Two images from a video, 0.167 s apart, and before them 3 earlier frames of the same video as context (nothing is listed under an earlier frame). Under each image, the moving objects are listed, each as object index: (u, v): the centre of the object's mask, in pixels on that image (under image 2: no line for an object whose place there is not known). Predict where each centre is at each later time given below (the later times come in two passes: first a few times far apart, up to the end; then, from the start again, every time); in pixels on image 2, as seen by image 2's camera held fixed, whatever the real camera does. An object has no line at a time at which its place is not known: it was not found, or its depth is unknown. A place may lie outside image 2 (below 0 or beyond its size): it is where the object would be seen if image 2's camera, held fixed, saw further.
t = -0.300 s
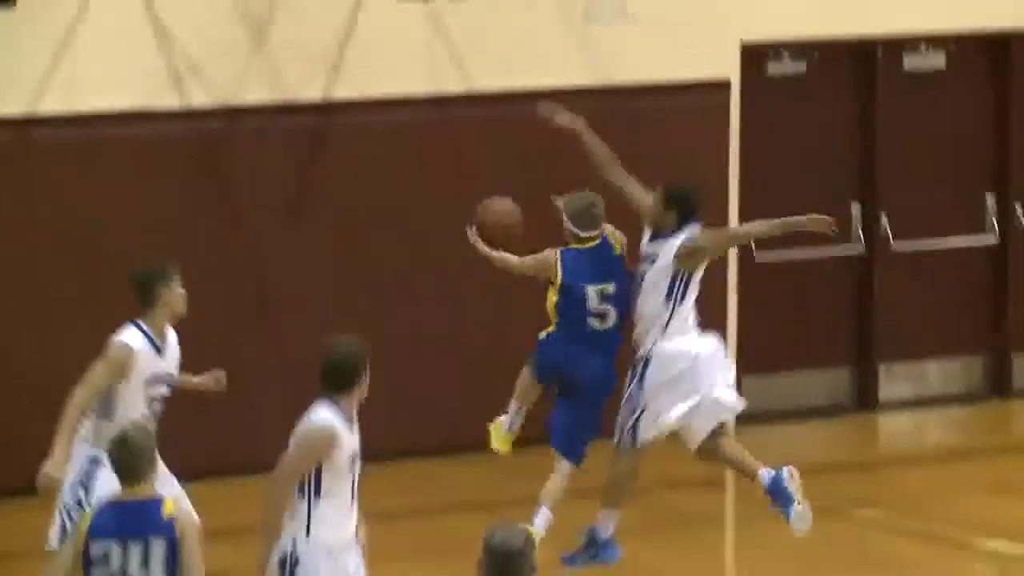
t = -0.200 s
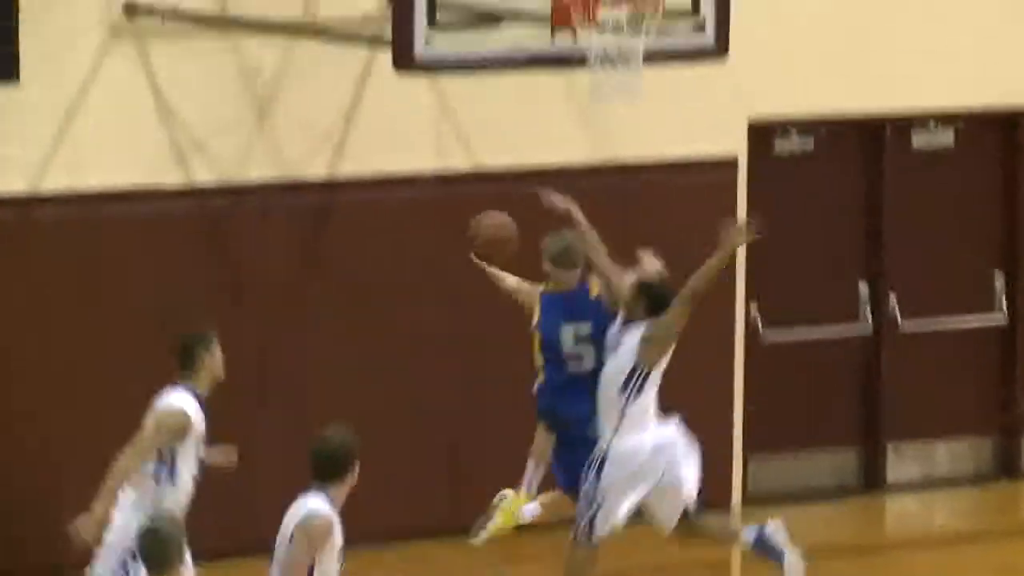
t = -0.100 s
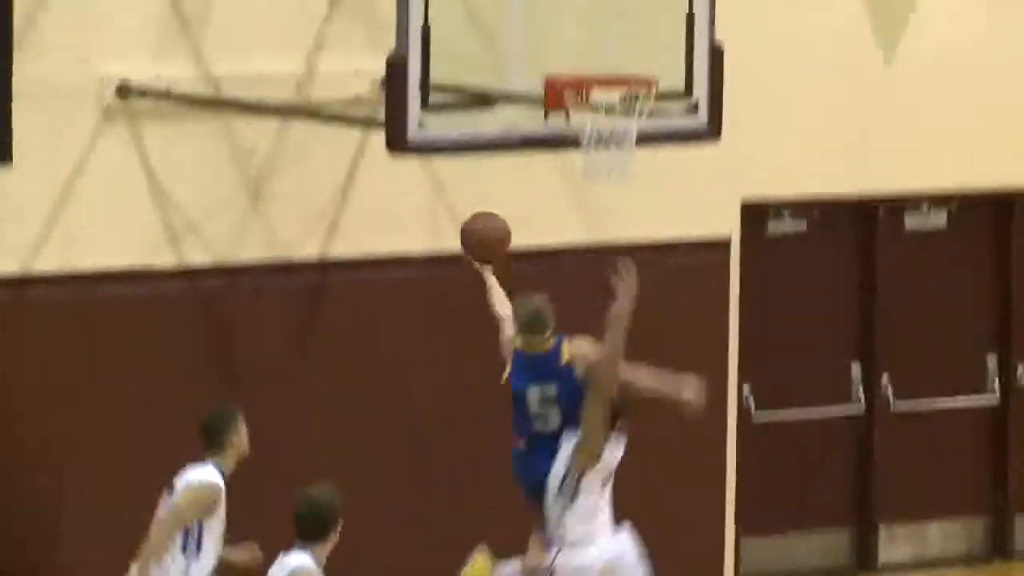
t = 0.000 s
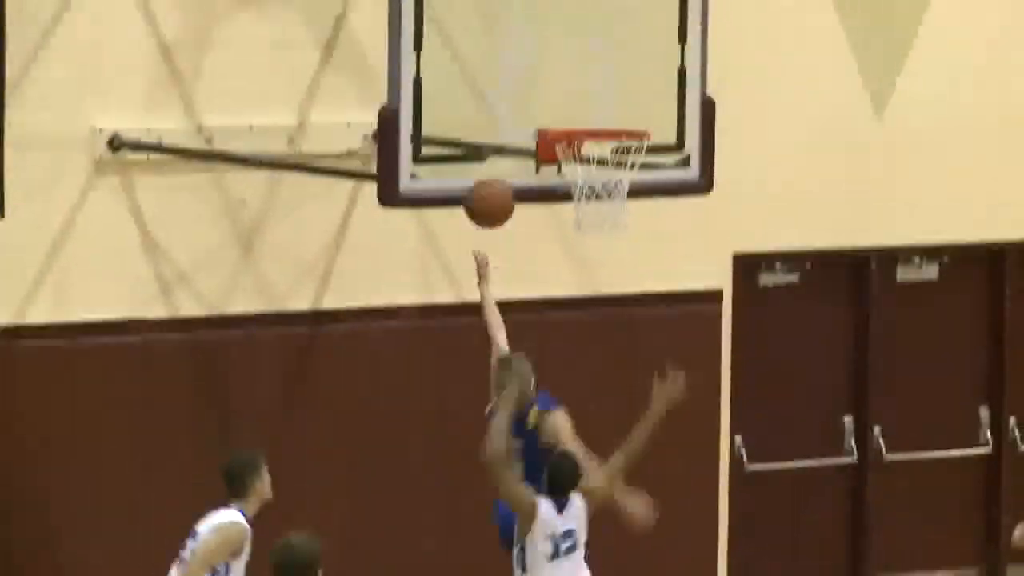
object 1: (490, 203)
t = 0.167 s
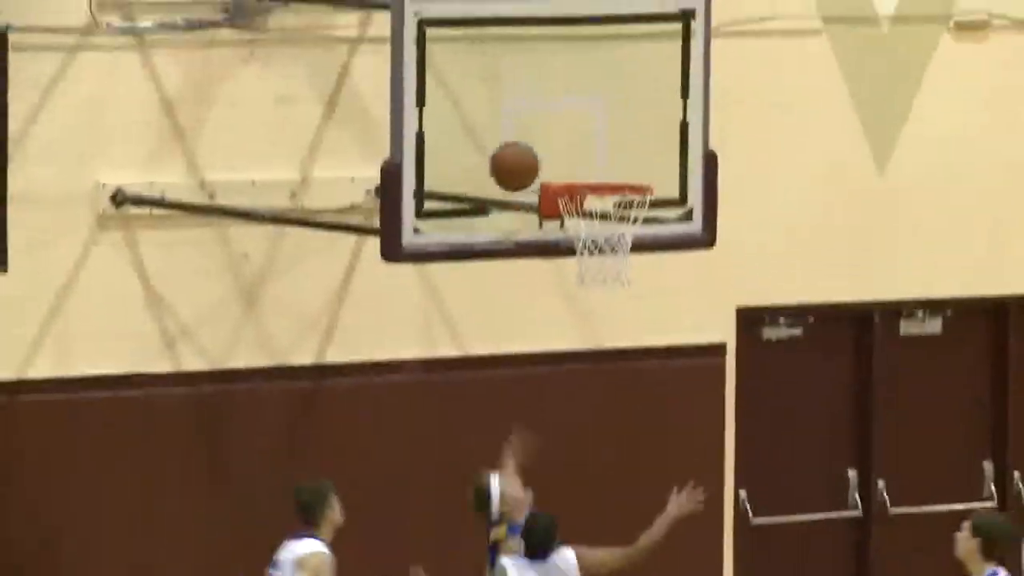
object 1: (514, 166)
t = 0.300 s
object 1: (551, 150)
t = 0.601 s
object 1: (626, 236)
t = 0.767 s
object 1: (631, 299)
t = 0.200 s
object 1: (523, 158)
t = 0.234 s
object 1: (532, 153)
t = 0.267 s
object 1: (542, 151)
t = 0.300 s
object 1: (551, 150)
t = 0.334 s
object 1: (560, 152)
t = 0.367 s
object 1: (569, 155)
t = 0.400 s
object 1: (578, 161)
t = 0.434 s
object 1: (587, 168)
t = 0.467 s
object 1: (596, 174)
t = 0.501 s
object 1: (605, 192)
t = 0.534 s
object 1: (613, 208)
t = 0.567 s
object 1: (622, 223)
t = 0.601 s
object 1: (626, 236)
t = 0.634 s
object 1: (628, 247)
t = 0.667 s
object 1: (629, 255)
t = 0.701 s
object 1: (629, 270)
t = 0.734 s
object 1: (630, 282)
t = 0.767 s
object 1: (631, 299)
